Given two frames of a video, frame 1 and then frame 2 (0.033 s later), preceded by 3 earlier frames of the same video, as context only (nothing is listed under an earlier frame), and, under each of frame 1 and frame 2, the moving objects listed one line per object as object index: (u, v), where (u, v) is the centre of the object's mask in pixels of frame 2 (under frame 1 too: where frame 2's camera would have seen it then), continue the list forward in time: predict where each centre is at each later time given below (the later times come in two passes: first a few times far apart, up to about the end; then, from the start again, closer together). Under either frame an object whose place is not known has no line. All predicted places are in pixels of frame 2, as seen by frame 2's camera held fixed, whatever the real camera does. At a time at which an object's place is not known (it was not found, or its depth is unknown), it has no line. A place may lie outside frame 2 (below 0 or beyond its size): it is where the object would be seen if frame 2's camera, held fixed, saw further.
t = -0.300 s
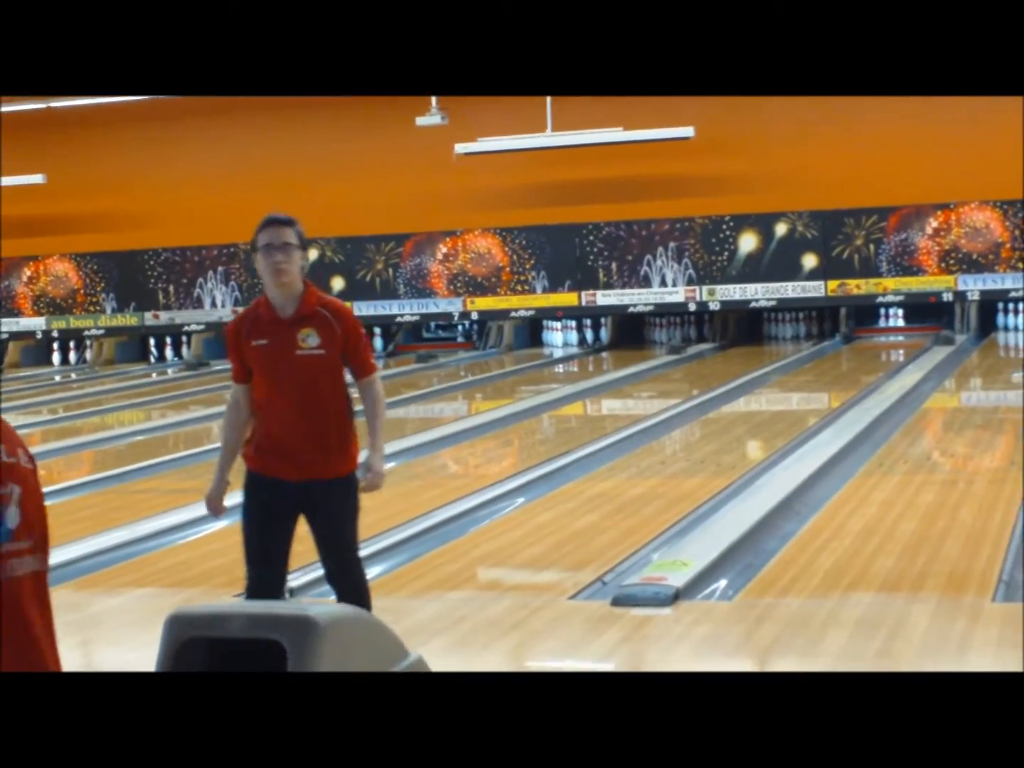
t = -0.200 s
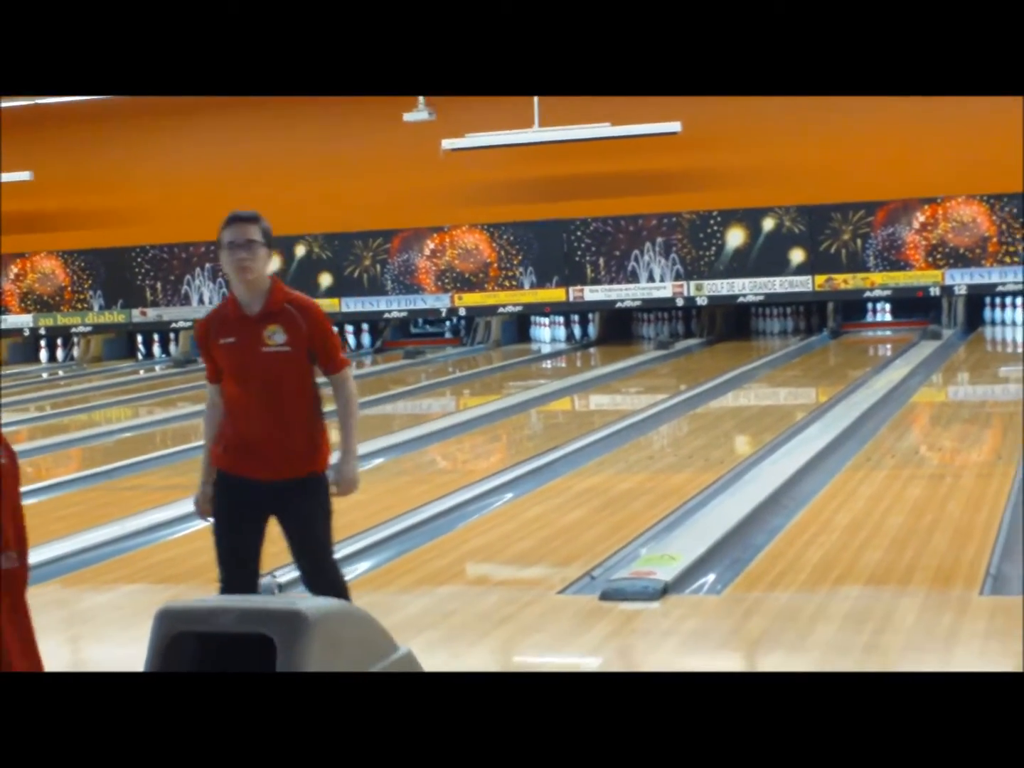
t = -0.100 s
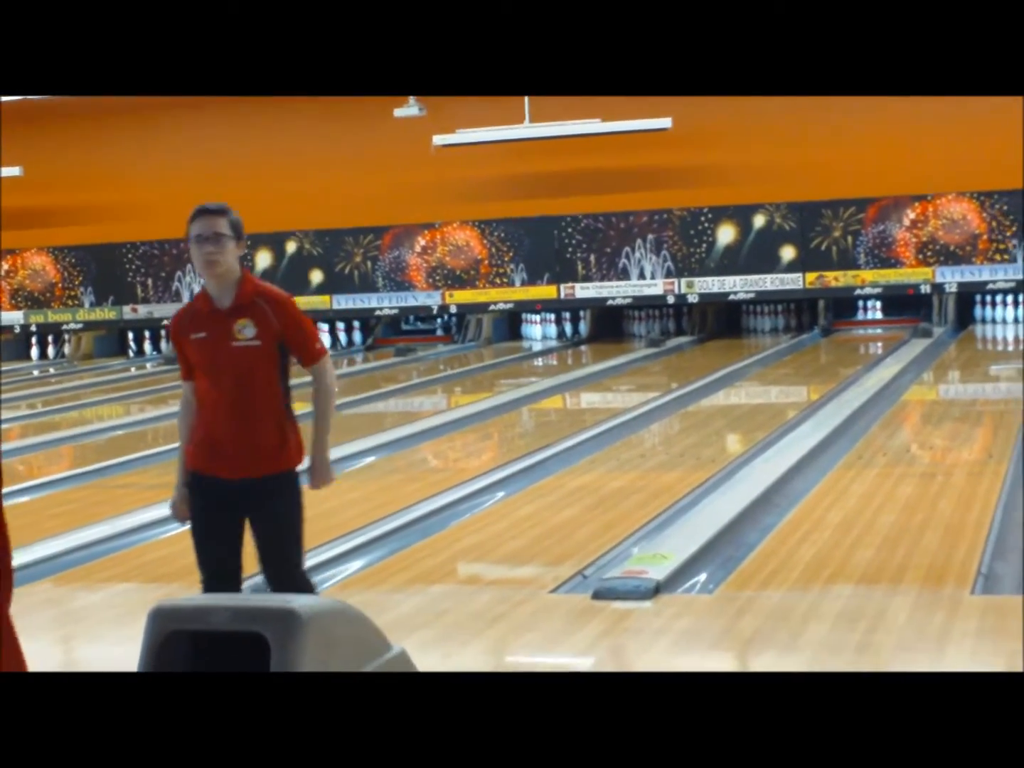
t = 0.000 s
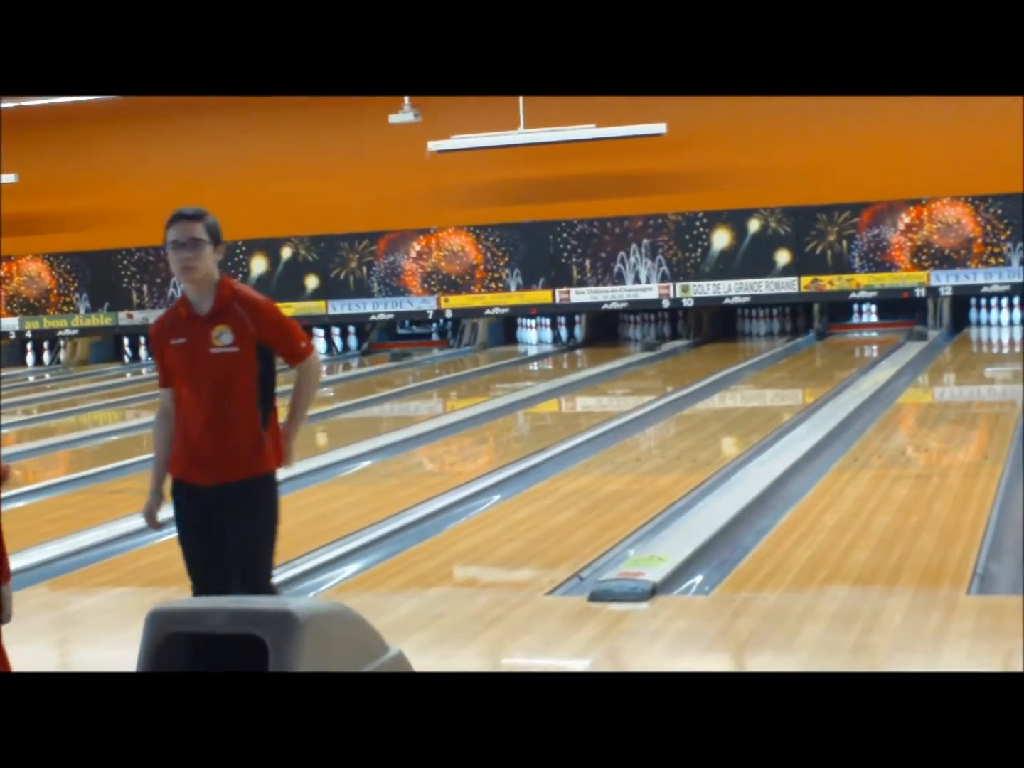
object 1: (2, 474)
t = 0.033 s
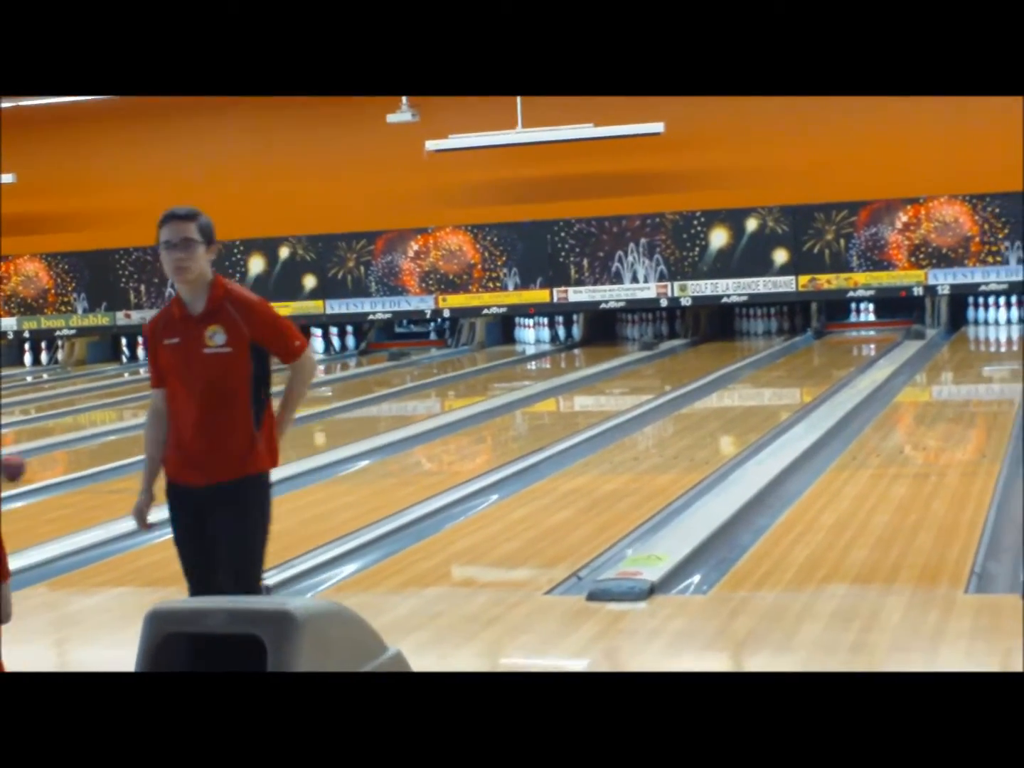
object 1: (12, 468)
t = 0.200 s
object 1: (92, 448)
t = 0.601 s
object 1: (242, 416)
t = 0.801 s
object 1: (299, 398)
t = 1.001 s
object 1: (349, 384)
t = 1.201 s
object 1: (392, 374)
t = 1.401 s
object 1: (430, 364)
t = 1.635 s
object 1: (467, 354)
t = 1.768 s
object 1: (484, 349)
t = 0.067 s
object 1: (28, 464)
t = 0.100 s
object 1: (46, 460)
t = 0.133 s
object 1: (61, 456)
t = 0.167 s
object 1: (77, 452)
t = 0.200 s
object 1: (92, 448)
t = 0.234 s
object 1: (102, 448)
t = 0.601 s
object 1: (242, 416)
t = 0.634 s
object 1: (253, 408)
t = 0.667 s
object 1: (262, 406)
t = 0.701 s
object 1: (271, 404)
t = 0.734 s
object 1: (282, 402)
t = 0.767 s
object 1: (290, 400)
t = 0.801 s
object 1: (299, 398)
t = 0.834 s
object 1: (308, 396)
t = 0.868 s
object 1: (317, 393)
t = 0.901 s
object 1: (325, 391)
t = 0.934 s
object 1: (334, 388)
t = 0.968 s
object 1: (341, 385)
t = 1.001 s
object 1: (349, 384)
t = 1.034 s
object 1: (356, 382)
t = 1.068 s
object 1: (364, 381)
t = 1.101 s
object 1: (371, 380)
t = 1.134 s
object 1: (378, 378)
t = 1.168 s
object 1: (385, 376)
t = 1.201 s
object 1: (392, 374)
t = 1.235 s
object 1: (399, 372)
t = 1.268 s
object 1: (406, 370)
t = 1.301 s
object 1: (413, 368)
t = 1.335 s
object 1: (419, 367)
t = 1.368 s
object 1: (424, 366)
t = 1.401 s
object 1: (430, 364)
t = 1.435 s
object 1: (436, 363)
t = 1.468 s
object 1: (442, 362)
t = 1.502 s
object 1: (449, 360)
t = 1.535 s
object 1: (453, 359)
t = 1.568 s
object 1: (459, 357)
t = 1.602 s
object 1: (462, 355)
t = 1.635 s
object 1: (467, 354)
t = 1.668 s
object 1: (470, 352)
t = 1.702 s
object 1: (477, 351)
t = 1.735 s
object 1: (481, 350)
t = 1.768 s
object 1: (484, 349)
